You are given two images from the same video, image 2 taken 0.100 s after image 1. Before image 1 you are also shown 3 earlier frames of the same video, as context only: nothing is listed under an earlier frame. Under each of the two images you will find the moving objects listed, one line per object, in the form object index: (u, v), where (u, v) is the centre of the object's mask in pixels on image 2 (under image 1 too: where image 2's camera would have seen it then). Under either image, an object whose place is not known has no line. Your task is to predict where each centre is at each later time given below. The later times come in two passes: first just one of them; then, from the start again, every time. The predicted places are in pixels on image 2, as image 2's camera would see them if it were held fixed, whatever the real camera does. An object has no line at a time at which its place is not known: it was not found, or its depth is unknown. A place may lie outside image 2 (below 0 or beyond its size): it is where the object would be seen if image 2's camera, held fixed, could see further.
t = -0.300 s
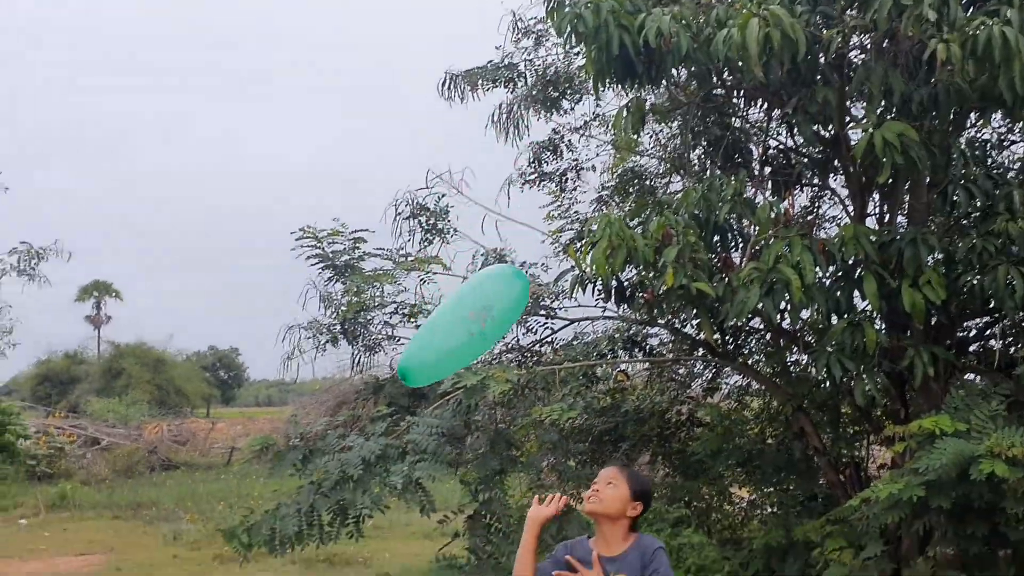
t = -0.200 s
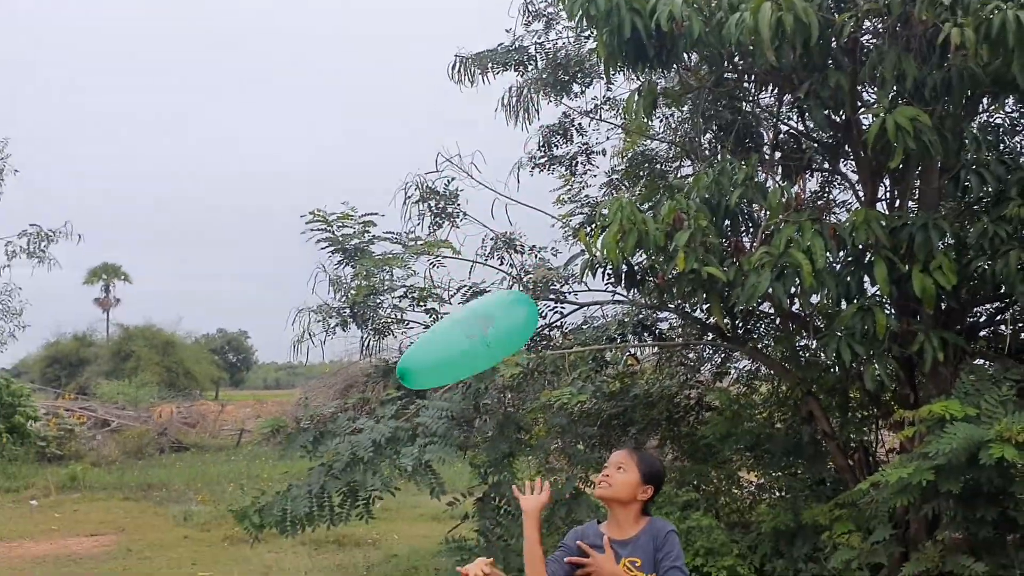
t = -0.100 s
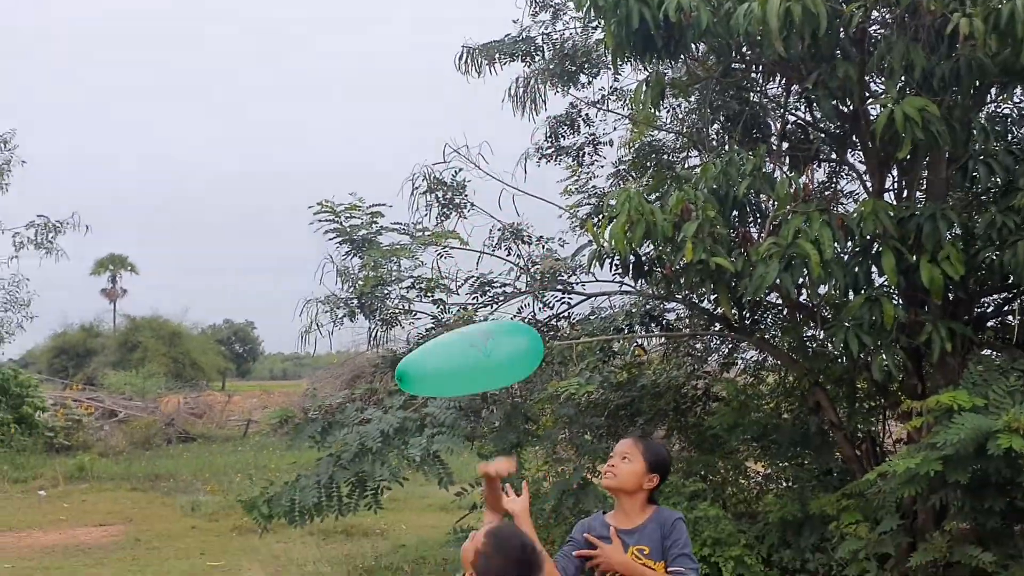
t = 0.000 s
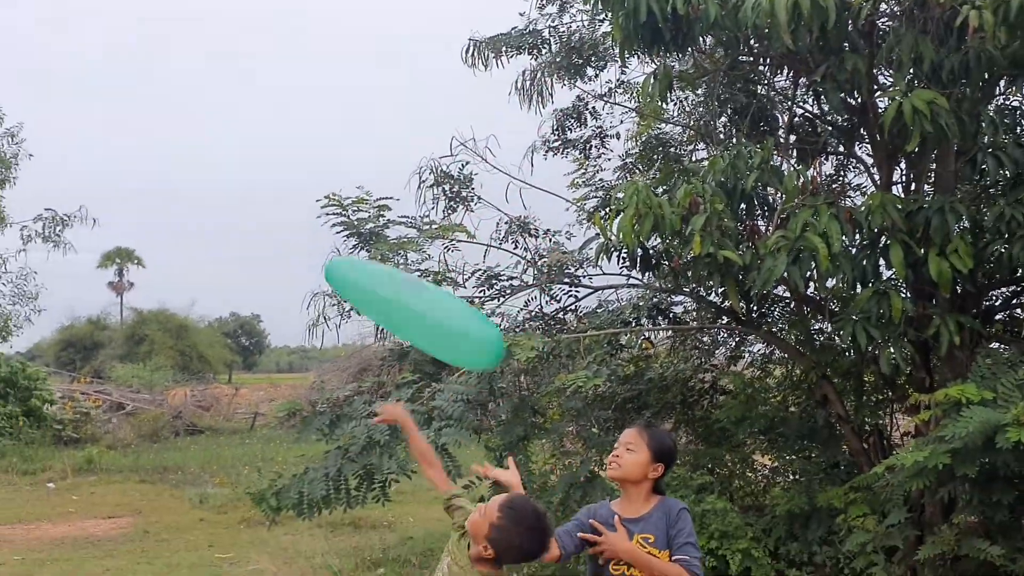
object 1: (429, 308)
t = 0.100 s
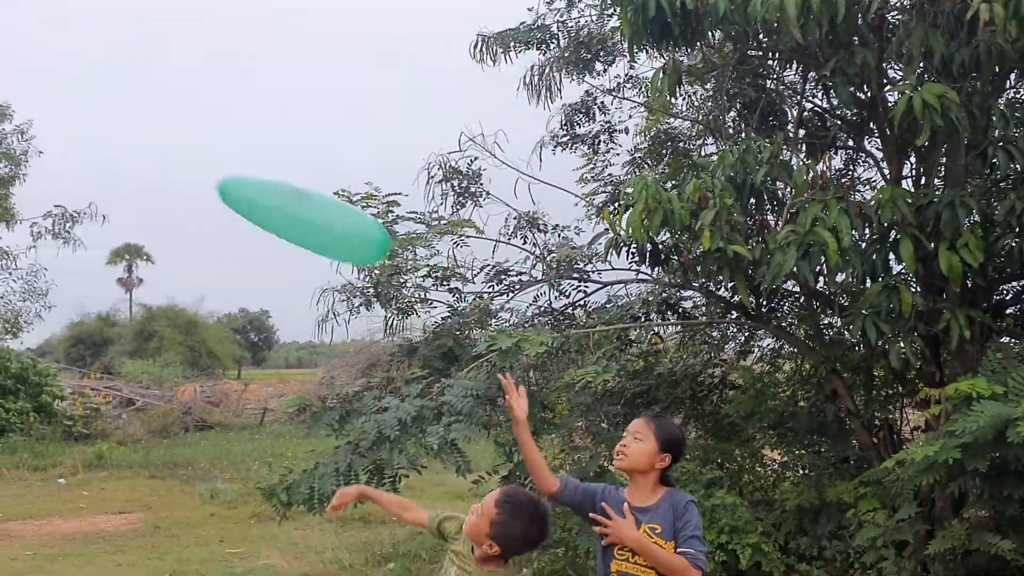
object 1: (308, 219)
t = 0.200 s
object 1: (194, 173)
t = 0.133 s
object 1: (267, 198)
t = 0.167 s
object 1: (228, 182)
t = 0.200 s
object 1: (194, 173)
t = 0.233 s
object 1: (167, 167)
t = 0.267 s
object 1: (147, 164)
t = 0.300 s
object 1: (130, 162)
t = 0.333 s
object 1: (116, 160)
